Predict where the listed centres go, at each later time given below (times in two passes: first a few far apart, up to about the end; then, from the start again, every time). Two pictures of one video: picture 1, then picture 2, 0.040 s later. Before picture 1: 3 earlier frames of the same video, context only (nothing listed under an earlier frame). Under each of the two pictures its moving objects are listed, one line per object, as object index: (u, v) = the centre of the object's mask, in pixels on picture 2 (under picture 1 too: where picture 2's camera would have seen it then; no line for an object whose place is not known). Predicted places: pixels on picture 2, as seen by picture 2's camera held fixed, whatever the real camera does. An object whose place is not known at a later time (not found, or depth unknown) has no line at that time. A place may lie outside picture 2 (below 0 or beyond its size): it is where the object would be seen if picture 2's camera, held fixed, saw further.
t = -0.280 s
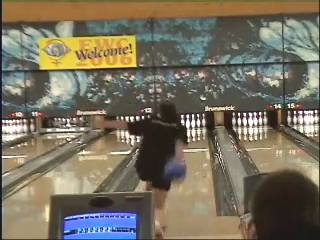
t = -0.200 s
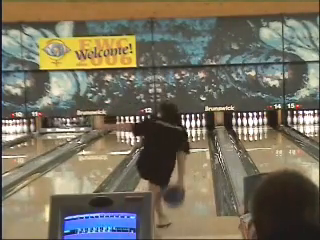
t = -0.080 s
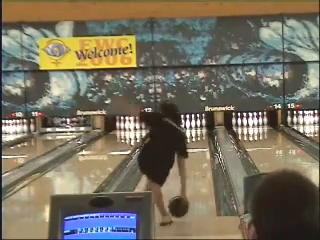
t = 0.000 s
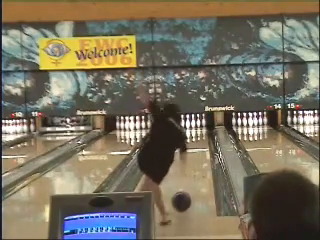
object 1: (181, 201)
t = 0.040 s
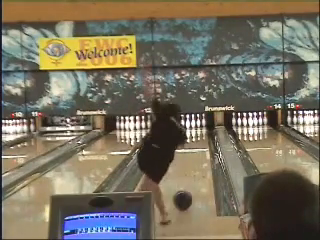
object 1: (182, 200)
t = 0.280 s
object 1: (188, 182)
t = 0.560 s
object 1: (193, 168)
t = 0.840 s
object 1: (196, 157)
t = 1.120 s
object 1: (199, 148)
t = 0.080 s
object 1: (184, 196)
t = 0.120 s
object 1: (184, 193)
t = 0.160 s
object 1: (185, 190)
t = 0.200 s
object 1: (186, 188)
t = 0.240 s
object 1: (187, 185)
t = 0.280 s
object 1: (188, 182)
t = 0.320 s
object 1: (189, 180)
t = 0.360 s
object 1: (190, 178)
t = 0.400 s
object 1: (190, 175)
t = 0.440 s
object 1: (191, 173)
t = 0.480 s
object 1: (192, 172)
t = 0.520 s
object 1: (192, 170)
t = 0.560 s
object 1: (193, 168)
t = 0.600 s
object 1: (194, 166)
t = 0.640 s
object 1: (194, 164)
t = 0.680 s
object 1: (195, 163)
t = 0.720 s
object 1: (195, 161)
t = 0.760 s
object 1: (196, 160)
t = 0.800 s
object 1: (196, 158)
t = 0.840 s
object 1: (196, 157)
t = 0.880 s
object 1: (197, 156)
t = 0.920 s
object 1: (197, 154)
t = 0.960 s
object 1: (197, 153)
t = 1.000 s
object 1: (198, 152)
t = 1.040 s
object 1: (198, 150)
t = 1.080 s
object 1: (198, 149)
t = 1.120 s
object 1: (199, 148)
